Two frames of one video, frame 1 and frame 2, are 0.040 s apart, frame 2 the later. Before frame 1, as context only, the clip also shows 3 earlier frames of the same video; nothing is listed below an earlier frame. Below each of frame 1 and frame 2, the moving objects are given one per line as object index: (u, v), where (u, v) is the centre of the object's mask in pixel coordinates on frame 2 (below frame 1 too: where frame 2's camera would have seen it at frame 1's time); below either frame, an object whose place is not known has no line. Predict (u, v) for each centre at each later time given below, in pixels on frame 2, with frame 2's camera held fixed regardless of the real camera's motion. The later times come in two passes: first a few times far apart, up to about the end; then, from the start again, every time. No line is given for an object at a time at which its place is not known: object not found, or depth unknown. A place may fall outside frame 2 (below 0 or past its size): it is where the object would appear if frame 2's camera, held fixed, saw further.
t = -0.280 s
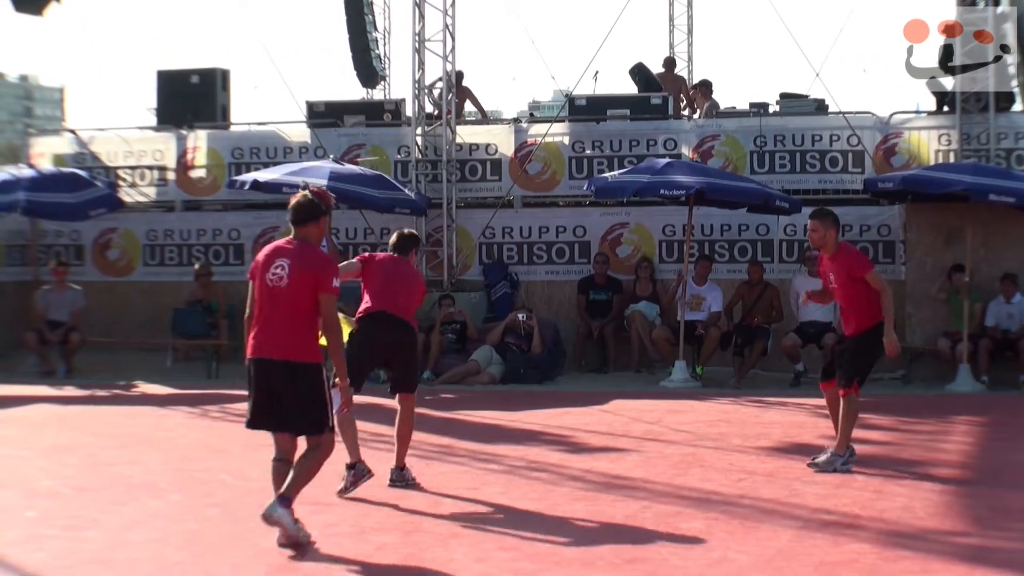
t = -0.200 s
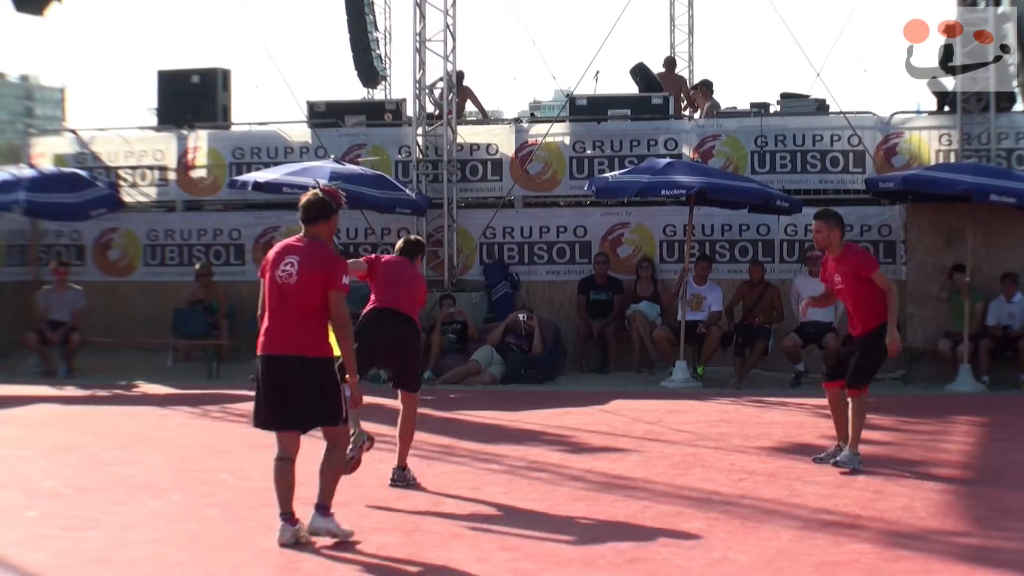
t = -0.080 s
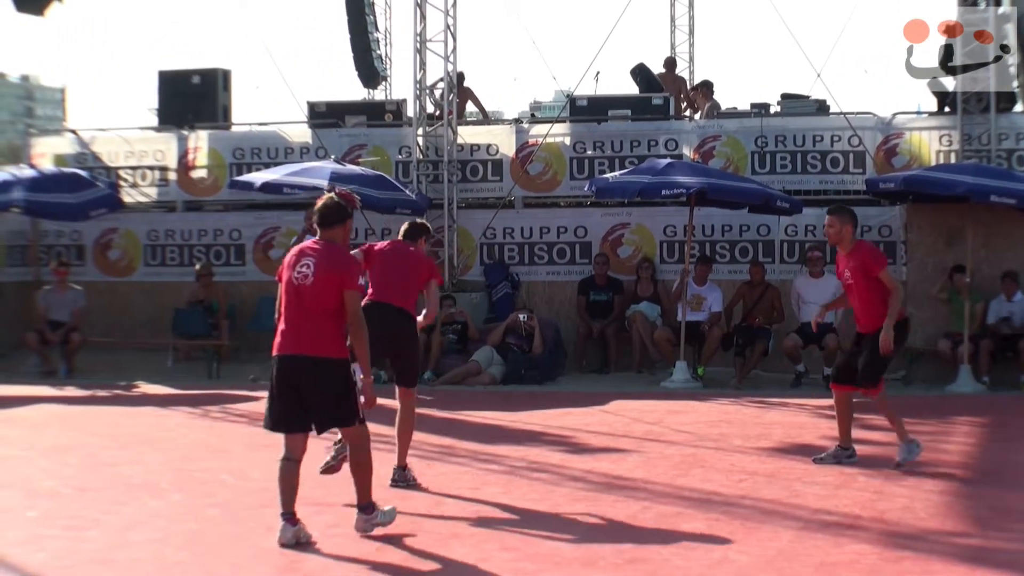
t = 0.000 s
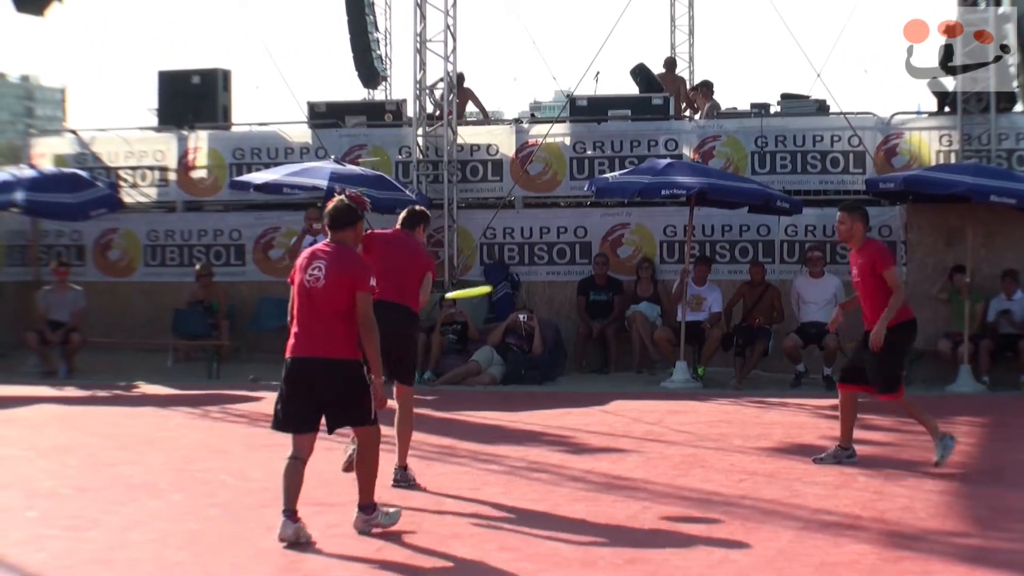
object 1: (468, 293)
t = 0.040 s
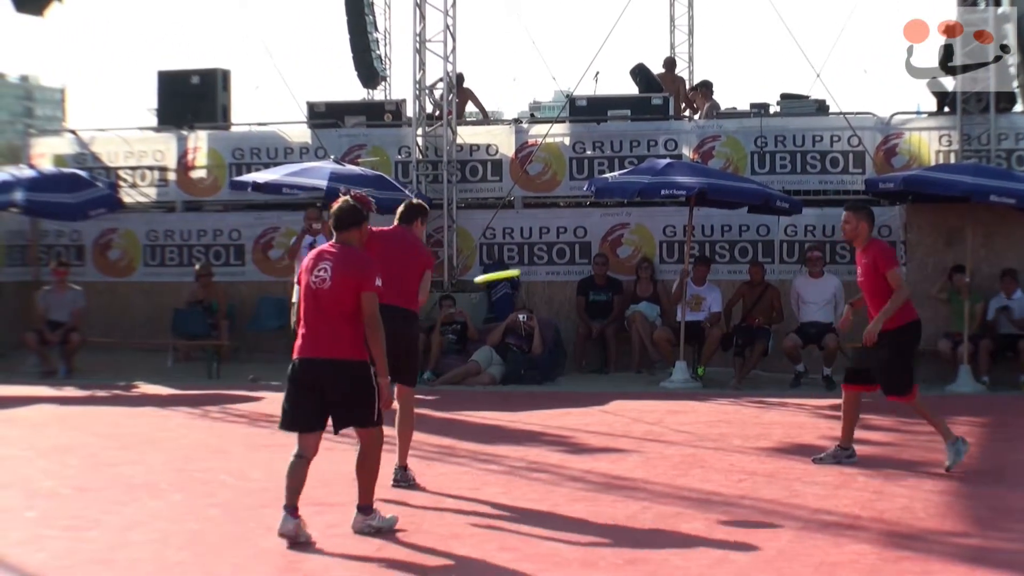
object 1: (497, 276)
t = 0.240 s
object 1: (637, 227)
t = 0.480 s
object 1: (791, 225)
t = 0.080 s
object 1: (526, 262)
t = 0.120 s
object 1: (554, 249)
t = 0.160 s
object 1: (581, 240)
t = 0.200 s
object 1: (610, 232)
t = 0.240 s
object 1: (637, 227)
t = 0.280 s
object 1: (664, 223)
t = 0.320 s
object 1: (690, 221)
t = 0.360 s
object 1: (716, 220)
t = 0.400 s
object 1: (741, 221)
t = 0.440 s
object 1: (767, 223)
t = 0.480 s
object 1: (791, 225)
